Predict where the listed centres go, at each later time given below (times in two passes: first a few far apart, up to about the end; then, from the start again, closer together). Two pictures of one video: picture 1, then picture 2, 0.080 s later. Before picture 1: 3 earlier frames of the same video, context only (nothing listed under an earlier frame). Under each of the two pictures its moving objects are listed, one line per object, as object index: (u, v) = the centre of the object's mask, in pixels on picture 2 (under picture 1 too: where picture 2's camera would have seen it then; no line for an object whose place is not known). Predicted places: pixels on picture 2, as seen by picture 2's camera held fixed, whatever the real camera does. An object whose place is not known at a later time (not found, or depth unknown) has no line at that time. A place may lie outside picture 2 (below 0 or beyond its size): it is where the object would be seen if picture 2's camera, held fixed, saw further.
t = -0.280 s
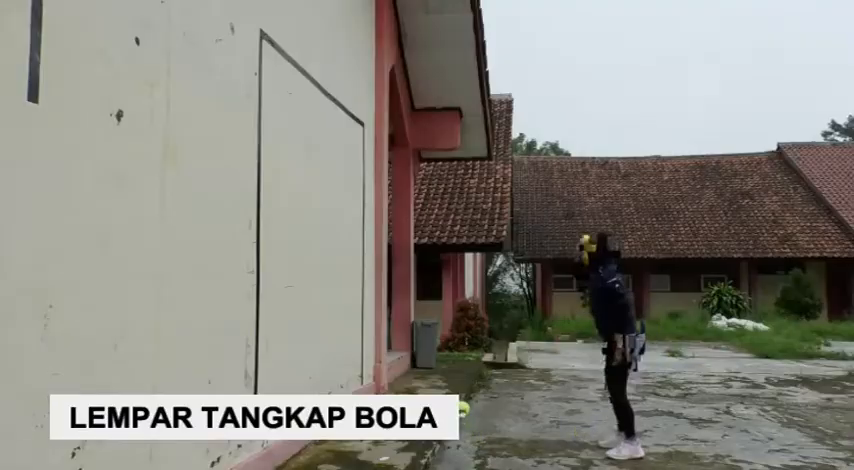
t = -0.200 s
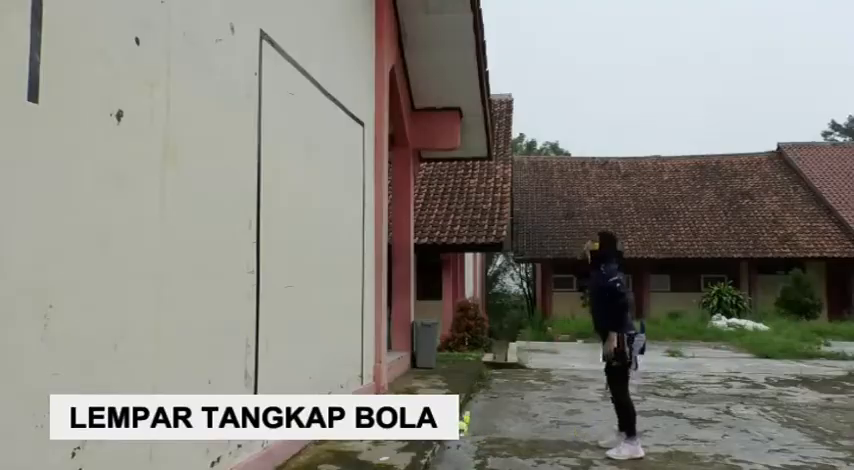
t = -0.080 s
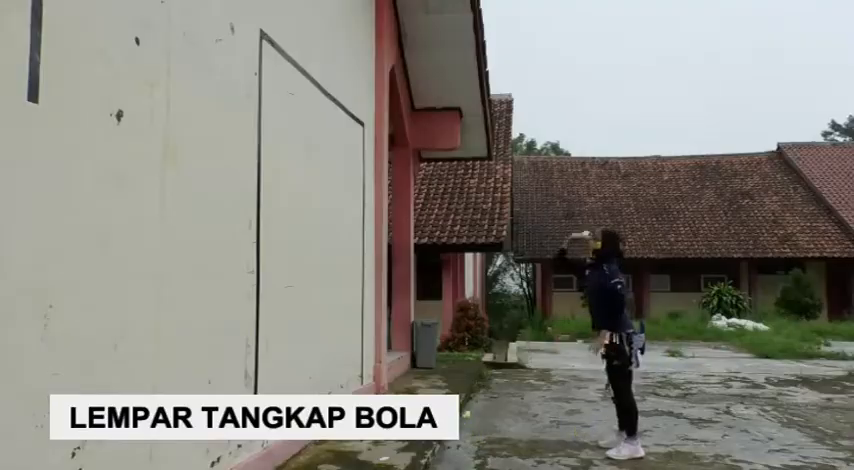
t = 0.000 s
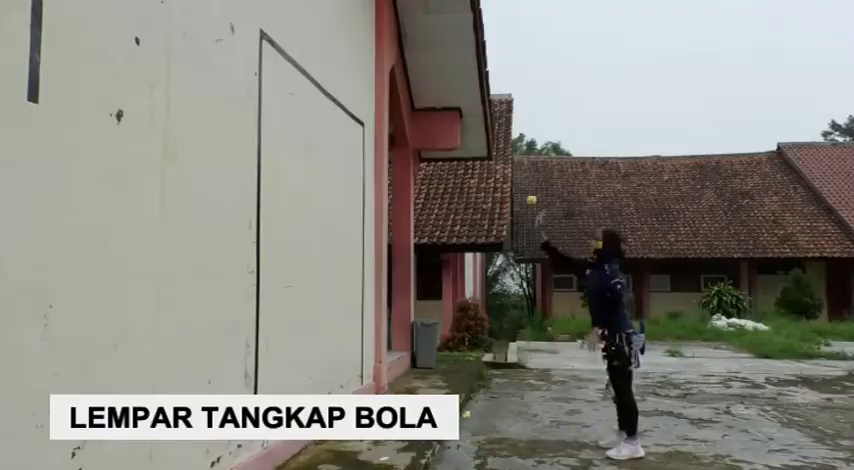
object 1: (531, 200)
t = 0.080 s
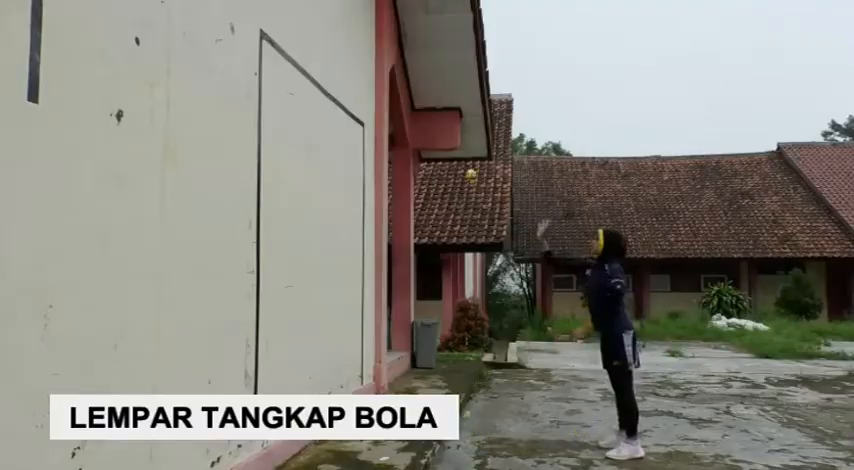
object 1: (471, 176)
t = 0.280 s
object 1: (329, 147)
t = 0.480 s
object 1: (440, 167)
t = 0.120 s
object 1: (441, 164)
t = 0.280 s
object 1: (329, 147)
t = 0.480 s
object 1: (440, 167)
